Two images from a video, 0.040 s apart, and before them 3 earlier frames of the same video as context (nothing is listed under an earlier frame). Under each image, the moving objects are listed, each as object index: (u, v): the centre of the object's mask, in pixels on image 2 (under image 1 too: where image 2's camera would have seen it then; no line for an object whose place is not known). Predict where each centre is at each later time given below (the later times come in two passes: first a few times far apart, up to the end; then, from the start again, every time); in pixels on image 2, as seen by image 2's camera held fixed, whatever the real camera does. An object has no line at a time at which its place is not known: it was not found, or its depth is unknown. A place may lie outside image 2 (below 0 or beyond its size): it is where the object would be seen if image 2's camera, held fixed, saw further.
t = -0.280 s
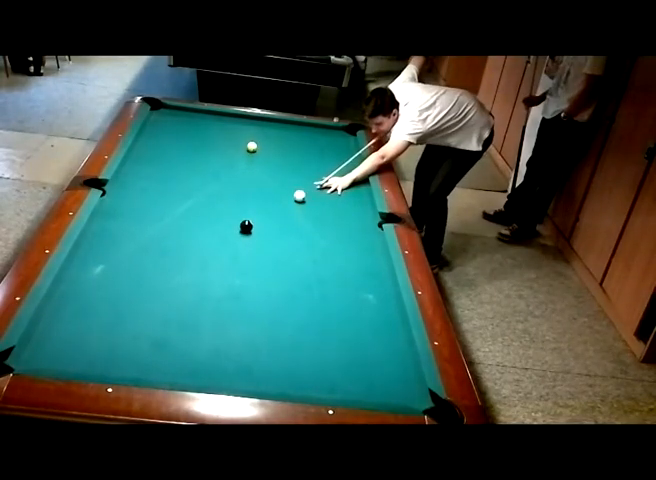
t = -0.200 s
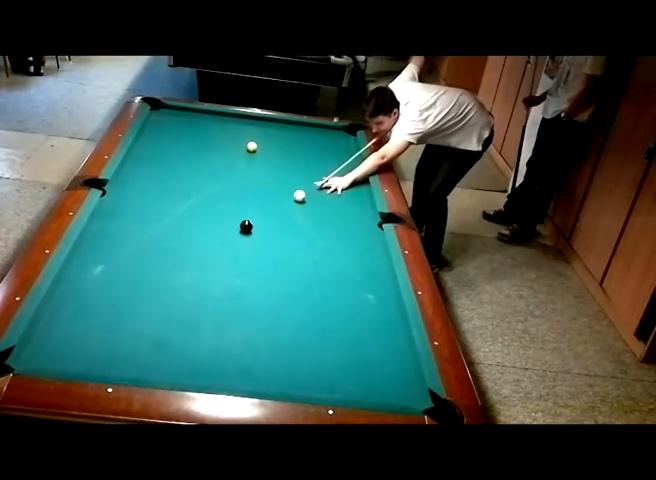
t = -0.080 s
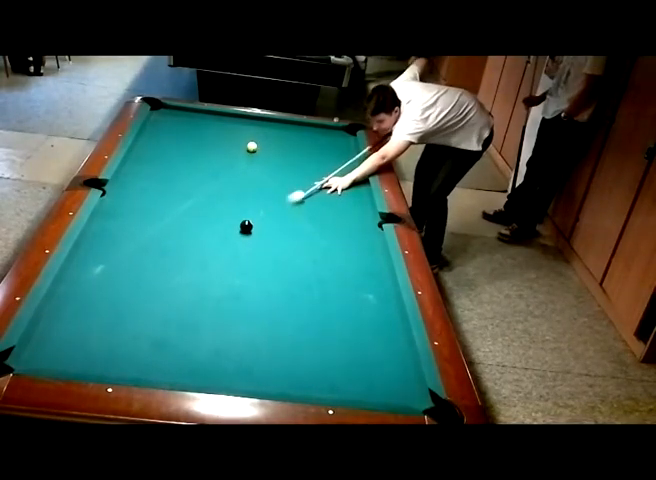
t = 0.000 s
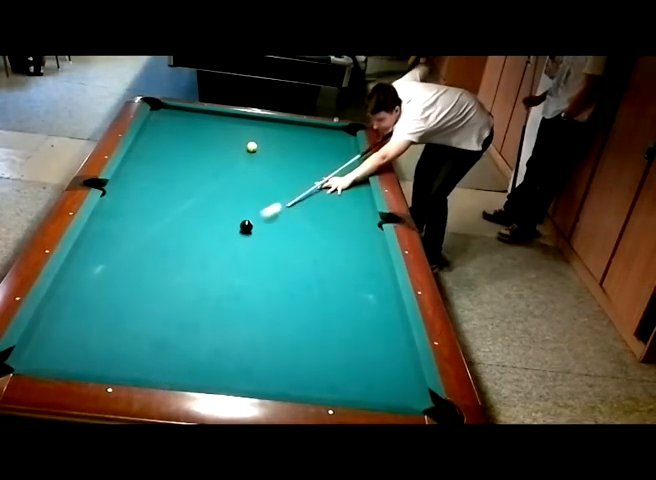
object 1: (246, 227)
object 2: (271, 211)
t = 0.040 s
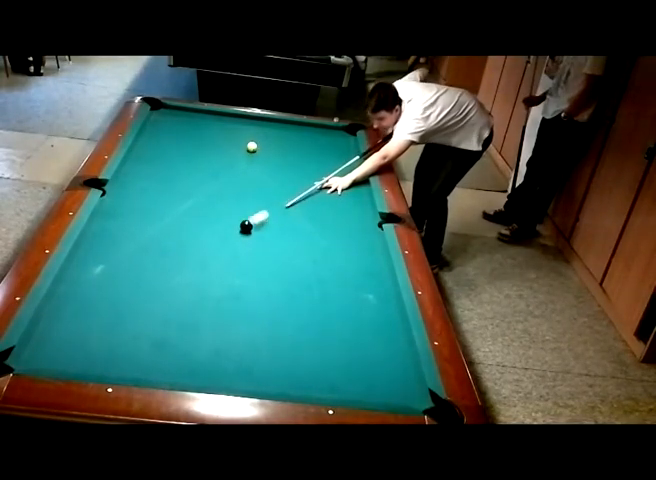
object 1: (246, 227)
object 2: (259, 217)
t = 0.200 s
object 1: (195, 256)
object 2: (257, 220)
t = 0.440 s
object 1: (107, 306)
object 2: (266, 214)
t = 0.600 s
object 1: (35, 348)
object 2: (273, 212)
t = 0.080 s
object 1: (236, 232)
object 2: (254, 221)
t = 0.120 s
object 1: (222, 240)
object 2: (254, 221)
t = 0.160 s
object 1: (208, 248)
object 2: (255, 220)
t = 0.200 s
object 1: (195, 256)
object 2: (257, 220)
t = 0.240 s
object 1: (181, 264)
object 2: (259, 219)
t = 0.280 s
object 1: (166, 272)
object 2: (260, 218)
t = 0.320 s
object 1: (153, 280)
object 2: (262, 217)
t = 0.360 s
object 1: (137, 289)
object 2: (264, 216)
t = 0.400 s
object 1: (123, 297)
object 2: (265, 215)
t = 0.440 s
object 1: (107, 306)
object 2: (266, 214)
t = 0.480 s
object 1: (90, 316)
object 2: (268, 214)
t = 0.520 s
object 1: (72, 327)
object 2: (270, 213)
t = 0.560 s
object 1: (55, 337)
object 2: (271, 212)
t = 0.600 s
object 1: (35, 348)
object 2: (273, 212)
